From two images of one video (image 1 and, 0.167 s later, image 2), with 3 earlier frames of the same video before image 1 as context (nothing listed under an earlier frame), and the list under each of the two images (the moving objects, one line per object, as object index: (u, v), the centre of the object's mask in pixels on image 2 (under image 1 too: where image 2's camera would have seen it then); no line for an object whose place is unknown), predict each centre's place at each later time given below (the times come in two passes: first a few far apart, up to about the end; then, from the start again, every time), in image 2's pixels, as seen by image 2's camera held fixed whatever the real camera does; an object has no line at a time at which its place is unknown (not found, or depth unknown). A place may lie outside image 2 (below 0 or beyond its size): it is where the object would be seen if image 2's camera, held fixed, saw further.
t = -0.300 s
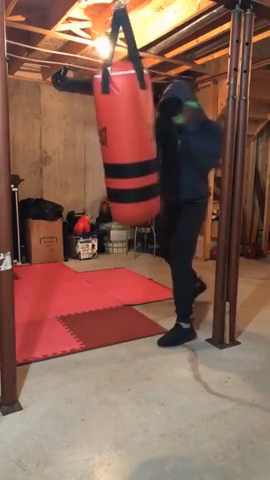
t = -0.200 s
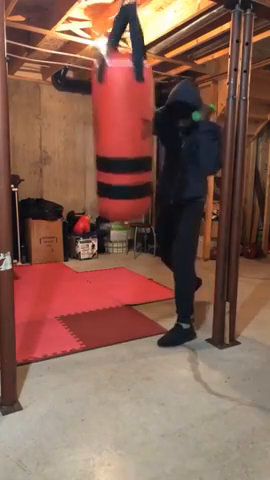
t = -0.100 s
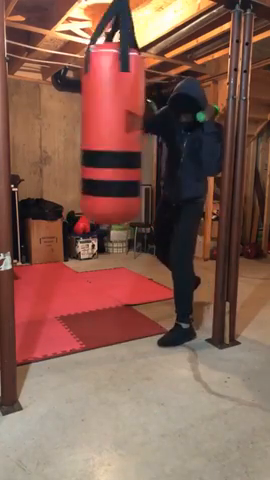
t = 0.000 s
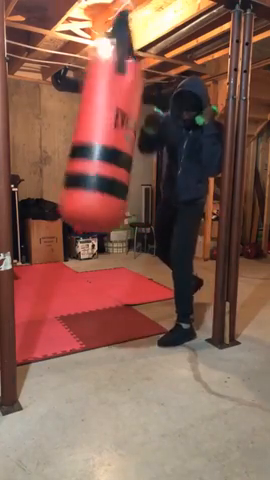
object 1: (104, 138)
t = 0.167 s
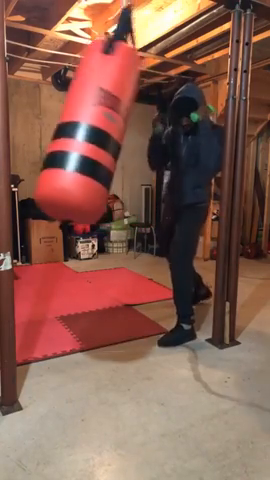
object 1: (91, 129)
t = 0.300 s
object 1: (81, 119)
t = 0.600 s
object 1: (98, 134)
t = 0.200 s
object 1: (86, 129)
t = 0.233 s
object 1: (83, 124)
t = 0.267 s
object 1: (81, 120)
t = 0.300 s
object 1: (81, 119)
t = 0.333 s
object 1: (81, 120)
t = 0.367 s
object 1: (81, 128)
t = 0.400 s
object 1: (84, 130)
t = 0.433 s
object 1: (87, 129)
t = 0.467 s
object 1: (91, 129)
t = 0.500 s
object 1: (94, 128)
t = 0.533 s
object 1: (95, 132)
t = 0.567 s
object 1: (95, 136)
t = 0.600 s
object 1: (98, 134)
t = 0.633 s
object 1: (100, 136)
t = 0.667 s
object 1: (104, 140)
